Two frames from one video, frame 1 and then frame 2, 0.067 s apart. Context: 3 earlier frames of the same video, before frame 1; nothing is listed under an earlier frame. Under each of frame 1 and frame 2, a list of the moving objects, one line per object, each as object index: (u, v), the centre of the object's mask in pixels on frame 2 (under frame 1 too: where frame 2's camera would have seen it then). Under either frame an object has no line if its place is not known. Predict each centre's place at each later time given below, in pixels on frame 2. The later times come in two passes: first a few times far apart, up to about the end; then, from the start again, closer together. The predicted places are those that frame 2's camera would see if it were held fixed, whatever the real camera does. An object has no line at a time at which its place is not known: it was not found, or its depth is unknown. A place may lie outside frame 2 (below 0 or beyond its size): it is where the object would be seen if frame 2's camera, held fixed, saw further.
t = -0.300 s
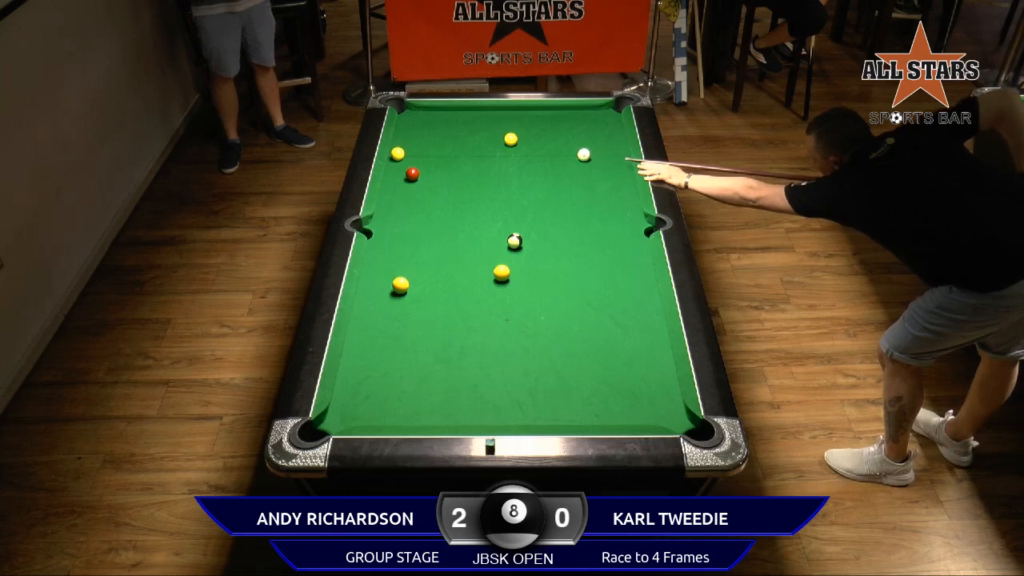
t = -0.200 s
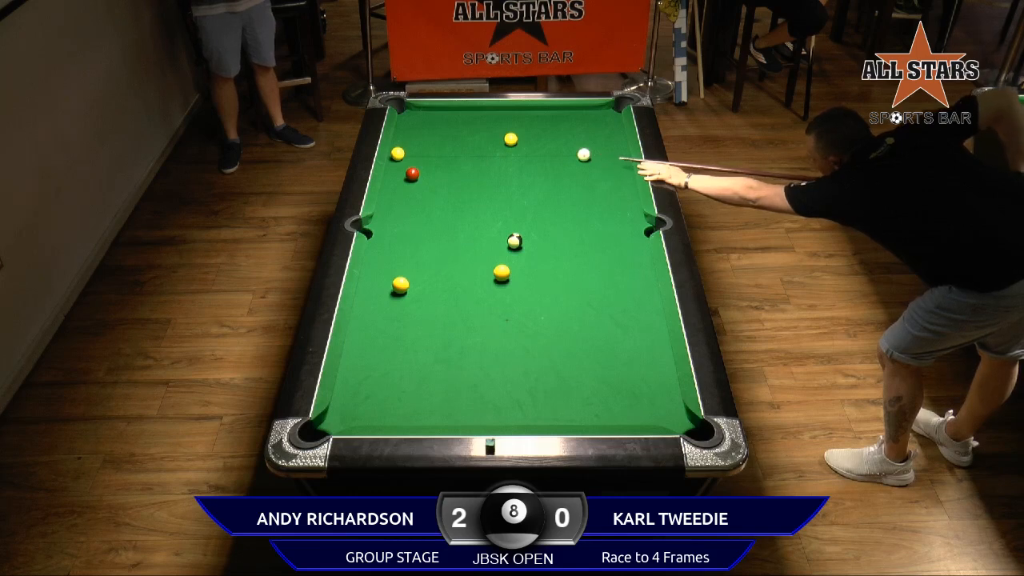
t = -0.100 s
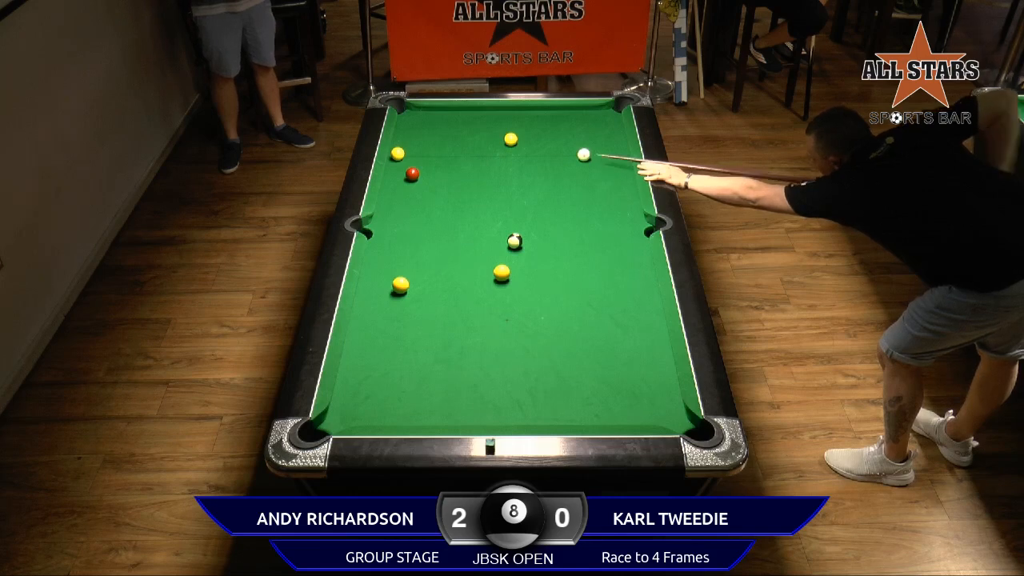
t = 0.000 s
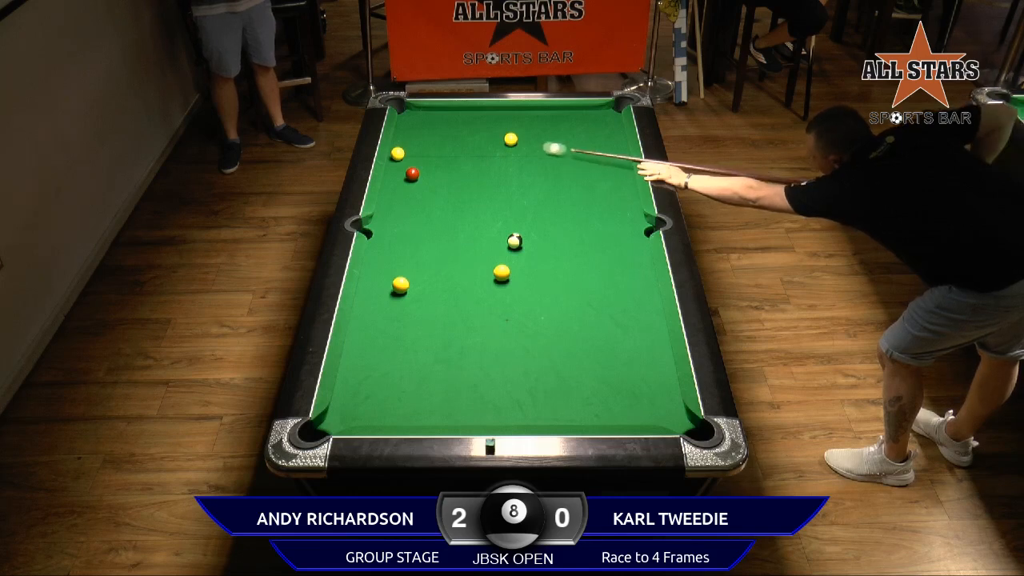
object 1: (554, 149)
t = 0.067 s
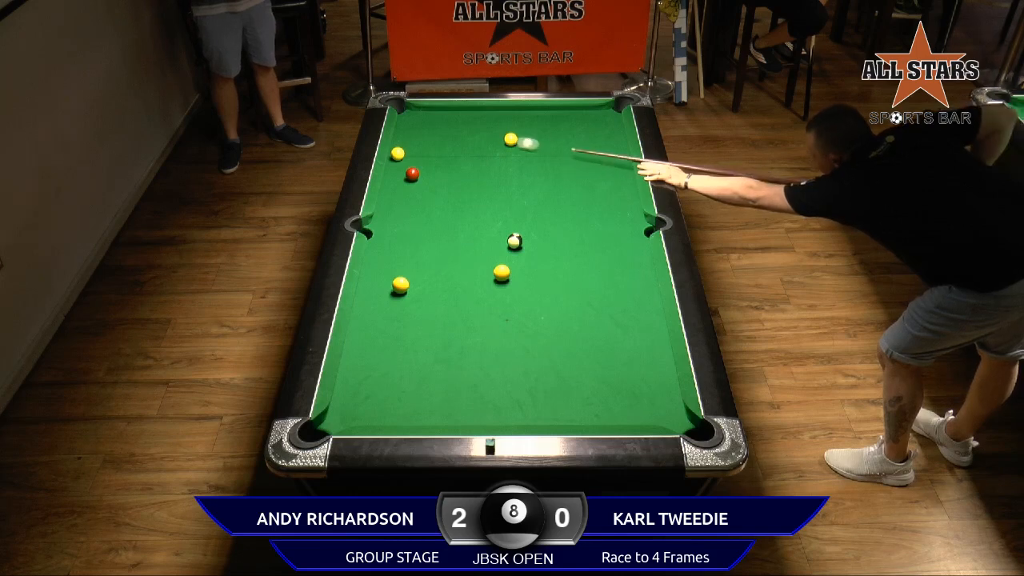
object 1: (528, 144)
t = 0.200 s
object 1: (515, 146)
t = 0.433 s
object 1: (491, 150)
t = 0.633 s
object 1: (471, 152)
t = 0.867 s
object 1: (448, 155)
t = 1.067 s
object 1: (429, 157)
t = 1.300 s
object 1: (409, 160)
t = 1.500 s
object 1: (393, 162)
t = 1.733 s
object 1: (405, 163)
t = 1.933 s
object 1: (415, 163)
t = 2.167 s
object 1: (425, 165)
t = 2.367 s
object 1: (433, 166)
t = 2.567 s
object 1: (440, 167)
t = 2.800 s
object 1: (447, 167)
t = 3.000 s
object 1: (452, 168)
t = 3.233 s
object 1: (457, 168)
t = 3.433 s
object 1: (460, 169)
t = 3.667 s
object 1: (463, 169)
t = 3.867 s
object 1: (464, 169)
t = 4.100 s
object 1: (464, 168)
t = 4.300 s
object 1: (464, 168)
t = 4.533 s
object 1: (464, 168)
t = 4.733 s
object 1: (464, 168)
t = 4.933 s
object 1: (464, 168)
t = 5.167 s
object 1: (464, 168)
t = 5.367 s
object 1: (464, 168)
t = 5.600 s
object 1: (464, 168)
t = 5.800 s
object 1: (464, 168)
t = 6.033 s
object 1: (464, 168)
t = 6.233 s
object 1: (464, 168)
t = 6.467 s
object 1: (464, 168)
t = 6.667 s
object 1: (464, 168)
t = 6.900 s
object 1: (464, 168)
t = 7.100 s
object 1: (464, 168)
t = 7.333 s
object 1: (464, 168)
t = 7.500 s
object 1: (464, 168)
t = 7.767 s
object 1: (464, 168)
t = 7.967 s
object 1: (464, 168)
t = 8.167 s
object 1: (464, 168)
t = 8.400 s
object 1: (464, 168)
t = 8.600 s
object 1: (464, 168)
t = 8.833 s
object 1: (464, 168)
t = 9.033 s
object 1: (464, 168)
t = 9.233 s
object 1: (464, 168)
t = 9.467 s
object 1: (464, 168)
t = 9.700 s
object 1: (464, 168)
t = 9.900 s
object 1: (464, 168)
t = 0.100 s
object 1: (521, 143)
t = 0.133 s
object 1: (520, 145)
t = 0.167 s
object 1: (518, 146)
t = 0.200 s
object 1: (515, 146)
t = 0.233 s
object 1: (512, 147)
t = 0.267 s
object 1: (509, 148)
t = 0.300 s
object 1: (505, 148)
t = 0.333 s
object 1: (502, 148)
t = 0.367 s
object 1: (498, 149)
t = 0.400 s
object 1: (495, 149)
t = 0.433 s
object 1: (491, 150)
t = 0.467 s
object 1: (488, 150)
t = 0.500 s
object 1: (484, 151)
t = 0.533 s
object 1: (481, 151)
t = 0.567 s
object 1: (478, 151)
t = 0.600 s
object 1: (474, 152)
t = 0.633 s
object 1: (471, 152)
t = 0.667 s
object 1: (468, 152)
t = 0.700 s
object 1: (464, 153)
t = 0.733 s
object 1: (461, 153)
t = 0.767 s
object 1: (458, 154)
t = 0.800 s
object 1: (454, 154)
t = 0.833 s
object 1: (451, 155)
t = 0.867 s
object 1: (448, 155)
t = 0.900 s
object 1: (445, 155)
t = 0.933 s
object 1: (441, 156)
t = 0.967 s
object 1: (438, 156)
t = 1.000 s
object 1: (435, 156)
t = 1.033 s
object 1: (432, 157)
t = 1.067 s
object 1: (429, 157)
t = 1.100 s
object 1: (426, 157)
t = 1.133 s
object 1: (423, 158)
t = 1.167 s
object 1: (420, 158)
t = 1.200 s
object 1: (417, 158)
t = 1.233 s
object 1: (414, 159)
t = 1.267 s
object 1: (411, 159)
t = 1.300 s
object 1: (409, 160)
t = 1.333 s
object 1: (406, 160)
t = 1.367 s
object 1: (403, 160)
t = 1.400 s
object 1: (400, 161)
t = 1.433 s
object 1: (396, 161)
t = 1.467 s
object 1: (393, 161)
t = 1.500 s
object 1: (393, 162)
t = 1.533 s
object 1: (394, 162)
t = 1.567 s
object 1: (397, 162)
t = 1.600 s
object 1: (398, 162)
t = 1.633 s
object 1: (400, 163)
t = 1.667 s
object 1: (402, 163)
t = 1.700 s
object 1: (404, 163)
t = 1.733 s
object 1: (405, 163)
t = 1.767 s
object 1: (407, 163)
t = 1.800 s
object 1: (408, 163)
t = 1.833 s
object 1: (410, 163)
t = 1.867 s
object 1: (412, 162)
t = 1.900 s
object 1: (414, 162)
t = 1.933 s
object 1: (415, 163)
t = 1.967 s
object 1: (417, 163)
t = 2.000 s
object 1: (419, 164)
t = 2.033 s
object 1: (420, 164)
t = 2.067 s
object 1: (422, 164)
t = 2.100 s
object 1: (423, 164)
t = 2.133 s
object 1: (424, 165)
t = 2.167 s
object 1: (425, 165)
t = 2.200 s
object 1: (427, 165)
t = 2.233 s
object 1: (428, 165)
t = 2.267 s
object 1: (429, 165)
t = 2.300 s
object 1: (431, 165)
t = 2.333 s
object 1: (432, 166)
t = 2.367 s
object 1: (433, 166)
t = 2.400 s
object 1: (434, 166)
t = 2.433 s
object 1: (435, 166)
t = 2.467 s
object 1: (437, 166)
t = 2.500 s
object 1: (438, 166)
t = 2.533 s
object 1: (439, 166)
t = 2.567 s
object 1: (440, 167)
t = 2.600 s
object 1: (441, 167)
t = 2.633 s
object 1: (442, 167)
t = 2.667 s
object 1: (443, 167)
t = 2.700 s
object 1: (444, 167)
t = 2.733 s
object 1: (445, 167)
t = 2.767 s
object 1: (446, 167)
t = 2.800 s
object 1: (447, 167)
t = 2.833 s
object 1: (448, 167)
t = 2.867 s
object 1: (449, 167)
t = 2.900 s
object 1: (450, 168)
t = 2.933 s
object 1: (451, 168)
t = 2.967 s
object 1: (452, 168)
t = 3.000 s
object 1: (452, 168)
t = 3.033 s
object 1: (453, 168)
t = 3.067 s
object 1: (454, 168)
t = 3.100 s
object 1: (455, 168)
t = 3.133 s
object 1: (456, 168)
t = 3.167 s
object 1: (456, 168)
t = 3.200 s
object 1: (457, 168)
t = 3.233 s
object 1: (457, 168)
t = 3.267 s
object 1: (458, 168)
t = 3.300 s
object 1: (458, 169)
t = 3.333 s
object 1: (459, 169)
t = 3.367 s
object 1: (460, 169)
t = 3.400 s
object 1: (460, 169)
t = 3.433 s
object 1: (460, 169)
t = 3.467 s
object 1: (461, 169)
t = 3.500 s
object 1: (461, 169)
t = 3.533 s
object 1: (461, 169)
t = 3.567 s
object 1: (462, 169)
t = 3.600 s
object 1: (462, 169)
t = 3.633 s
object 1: (463, 169)
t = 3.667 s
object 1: (463, 169)
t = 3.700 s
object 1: (463, 169)
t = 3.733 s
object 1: (463, 169)
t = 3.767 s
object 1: (463, 169)
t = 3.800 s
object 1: (464, 169)
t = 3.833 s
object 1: (464, 169)
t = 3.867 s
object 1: (464, 169)
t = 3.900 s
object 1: (464, 169)
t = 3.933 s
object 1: (464, 168)
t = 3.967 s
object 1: (464, 168)
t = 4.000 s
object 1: (464, 168)
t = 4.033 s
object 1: (464, 168)
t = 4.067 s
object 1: (464, 168)
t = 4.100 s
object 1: (464, 168)
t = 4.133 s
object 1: (464, 168)
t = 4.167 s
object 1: (464, 168)
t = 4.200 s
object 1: (464, 168)
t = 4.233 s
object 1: (464, 168)
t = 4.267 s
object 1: (464, 168)
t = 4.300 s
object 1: (464, 168)
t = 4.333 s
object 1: (464, 168)
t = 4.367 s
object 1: (464, 168)
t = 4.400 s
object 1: (464, 168)
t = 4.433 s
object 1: (464, 168)
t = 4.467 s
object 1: (464, 168)
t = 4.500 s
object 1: (464, 168)
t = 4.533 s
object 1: (464, 168)
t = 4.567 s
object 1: (464, 168)
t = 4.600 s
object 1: (464, 168)
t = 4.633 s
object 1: (464, 168)
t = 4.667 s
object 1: (464, 168)
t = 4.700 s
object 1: (464, 168)
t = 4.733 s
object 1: (464, 168)
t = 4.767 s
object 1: (464, 168)
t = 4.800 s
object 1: (464, 168)
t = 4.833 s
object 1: (464, 168)
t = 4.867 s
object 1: (464, 168)
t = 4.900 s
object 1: (464, 168)
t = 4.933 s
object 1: (464, 168)
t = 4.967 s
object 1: (464, 168)
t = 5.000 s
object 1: (464, 168)
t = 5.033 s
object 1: (464, 168)
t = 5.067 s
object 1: (464, 168)
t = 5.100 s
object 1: (464, 168)
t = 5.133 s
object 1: (464, 168)
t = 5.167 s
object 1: (464, 168)
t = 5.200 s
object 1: (464, 168)
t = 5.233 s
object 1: (464, 168)
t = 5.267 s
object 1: (464, 168)
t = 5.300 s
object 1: (464, 168)
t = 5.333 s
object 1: (464, 168)
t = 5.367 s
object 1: (464, 168)
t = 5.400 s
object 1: (464, 168)
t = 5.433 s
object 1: (464, 168)
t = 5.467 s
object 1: (464, 168)
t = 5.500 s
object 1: (464, 168)
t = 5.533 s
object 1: (464, 168)
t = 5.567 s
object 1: (464, 168)
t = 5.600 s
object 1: (464, 168)
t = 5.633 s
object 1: (464, 168)
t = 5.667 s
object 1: (464, 168)
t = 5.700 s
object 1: (464, 168)
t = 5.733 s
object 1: (464, 168)
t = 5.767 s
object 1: (464, 168)
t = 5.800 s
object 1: (464, 168)
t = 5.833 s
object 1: (464, 168)
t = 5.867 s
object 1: (464, 168)
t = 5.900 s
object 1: (464, 168)
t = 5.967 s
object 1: (464, 168)
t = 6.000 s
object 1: (464, 168)
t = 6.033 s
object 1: (464, 168)
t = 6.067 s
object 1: (464, 168)
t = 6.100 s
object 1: (464, 168)
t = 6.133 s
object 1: (464, 168)
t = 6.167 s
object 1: (464, 168)
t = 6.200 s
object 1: (464, 168)
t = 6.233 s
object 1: (464, 168)
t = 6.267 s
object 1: (464, 168)
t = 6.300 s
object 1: (464, 168)
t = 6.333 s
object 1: (464, 168)
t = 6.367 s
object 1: (464, 168)
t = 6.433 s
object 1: (464, 168)
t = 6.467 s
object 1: (464, 168)
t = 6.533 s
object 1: (464, 168)
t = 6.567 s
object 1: (464, 168)
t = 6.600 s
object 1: (464, 168)
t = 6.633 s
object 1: (464, 168)
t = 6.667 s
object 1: (464, 168)
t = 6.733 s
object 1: (464, 168)
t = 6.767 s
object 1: (464, 168)
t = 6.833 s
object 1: (464, 168)
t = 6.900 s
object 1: (464, 168)
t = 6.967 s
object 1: (464, 168)
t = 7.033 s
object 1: (464, 168)
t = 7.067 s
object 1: (464, 168)
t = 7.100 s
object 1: (464, 168)
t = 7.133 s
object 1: (464, 168)
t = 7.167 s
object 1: (464, 168)
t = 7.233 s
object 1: (464, 168)
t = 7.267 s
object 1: (464, 168)
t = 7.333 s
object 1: (464, 168)
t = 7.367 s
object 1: (464, 168)
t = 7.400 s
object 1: (464, 168)
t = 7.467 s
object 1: (464, 168)
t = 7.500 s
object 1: (464, 168)
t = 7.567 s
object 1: (464, 168)
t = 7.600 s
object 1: (464, 168)
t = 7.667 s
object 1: (464, 168)
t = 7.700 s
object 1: (464, 168)
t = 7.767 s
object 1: (464, 168)
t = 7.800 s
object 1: (464, 168)
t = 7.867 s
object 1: (464, 168)
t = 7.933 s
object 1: (464, 168)
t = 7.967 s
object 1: (464, 168)
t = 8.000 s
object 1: (464, 168)
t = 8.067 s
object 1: (464, 168)
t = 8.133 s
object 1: (464, 168)
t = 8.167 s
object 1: (464, 168)
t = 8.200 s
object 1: (464, 168)
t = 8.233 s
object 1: (464, 168)
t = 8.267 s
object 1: (464, 168)
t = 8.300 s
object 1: (464, 168)
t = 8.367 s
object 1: (464, 168)
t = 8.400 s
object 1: (464, 168)
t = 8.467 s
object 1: (464, 168)
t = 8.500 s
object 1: (464, 168)
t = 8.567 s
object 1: (464, 168)
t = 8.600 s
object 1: (464, 168)
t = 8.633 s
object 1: (464, 168)
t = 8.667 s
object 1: (464, 168)
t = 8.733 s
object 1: (464, 168)
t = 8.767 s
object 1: (464, 168)
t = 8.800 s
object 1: (464, 168)
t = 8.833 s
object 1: (464, 168)
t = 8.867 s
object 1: (464, 168)
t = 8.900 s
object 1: (464, 168)
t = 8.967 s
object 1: (464, 168)
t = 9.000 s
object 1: (464, 168)
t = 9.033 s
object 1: (464, 168)
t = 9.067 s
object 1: (464, 168)
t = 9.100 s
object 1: (464, 168)
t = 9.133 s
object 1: (464, 168)
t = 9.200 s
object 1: (464, 168)
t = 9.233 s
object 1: (464, 168)
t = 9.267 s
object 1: (464, 168)
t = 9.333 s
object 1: (464, 168)
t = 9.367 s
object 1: (464, 168)
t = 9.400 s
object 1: (464, 168)
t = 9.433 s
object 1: (464, 168)
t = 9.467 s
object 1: (464, 168)
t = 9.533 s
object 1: (464, 168)
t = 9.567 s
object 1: (464, 168)
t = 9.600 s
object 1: (464, 168)
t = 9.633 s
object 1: (464, 168)
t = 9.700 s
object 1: (464, 168)
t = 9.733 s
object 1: (464, 168)
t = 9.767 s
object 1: (464, 168)
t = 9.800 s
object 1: (464, 168)
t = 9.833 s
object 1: (464, 168)
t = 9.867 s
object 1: (464, 168)
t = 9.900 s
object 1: (464, 168)
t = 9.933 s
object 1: (464, 168)
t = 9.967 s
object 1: (464, 168)
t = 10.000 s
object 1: (464, 168)
